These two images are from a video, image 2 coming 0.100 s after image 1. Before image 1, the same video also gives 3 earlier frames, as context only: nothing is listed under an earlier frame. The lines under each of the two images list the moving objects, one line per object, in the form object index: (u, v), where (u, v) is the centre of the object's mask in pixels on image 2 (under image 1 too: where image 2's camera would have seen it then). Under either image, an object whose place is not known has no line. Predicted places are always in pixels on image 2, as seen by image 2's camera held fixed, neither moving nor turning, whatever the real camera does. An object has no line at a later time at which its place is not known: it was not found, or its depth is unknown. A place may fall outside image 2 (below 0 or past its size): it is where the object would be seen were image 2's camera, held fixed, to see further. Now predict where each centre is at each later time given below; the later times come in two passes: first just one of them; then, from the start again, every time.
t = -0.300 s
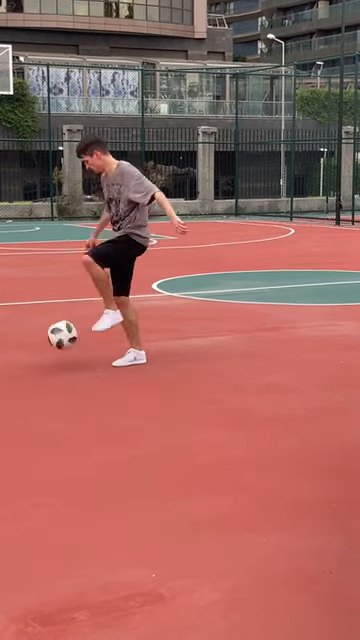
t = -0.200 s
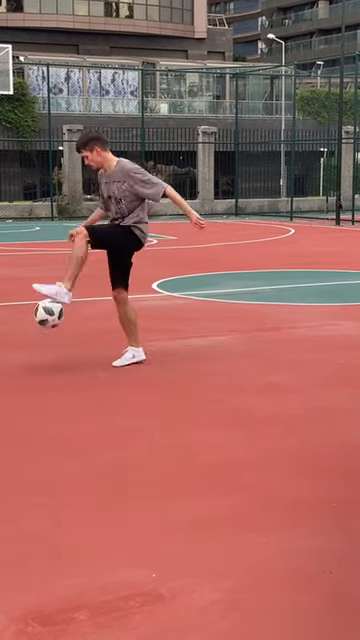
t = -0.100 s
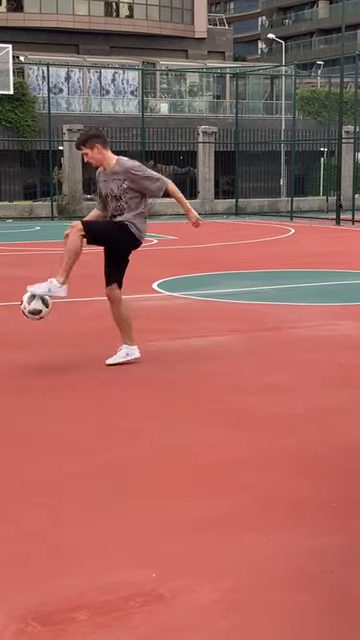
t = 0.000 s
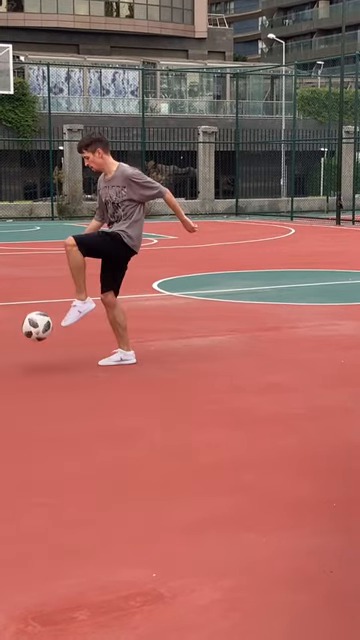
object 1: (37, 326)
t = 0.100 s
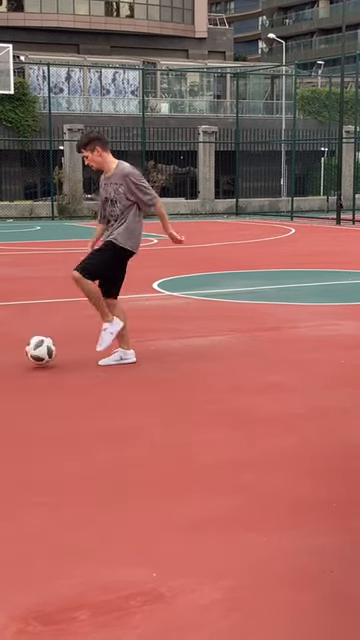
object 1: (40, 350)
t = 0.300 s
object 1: (48, 312)
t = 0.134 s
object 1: (41, 339)
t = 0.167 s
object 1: (42, 331)
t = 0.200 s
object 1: (44, 324)
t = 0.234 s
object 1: (45, 319)
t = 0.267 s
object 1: (46, 315)
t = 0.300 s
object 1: (48, 312)
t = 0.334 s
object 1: (49, 311)
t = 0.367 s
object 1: (51, 311)
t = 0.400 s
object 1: (53, 313)
